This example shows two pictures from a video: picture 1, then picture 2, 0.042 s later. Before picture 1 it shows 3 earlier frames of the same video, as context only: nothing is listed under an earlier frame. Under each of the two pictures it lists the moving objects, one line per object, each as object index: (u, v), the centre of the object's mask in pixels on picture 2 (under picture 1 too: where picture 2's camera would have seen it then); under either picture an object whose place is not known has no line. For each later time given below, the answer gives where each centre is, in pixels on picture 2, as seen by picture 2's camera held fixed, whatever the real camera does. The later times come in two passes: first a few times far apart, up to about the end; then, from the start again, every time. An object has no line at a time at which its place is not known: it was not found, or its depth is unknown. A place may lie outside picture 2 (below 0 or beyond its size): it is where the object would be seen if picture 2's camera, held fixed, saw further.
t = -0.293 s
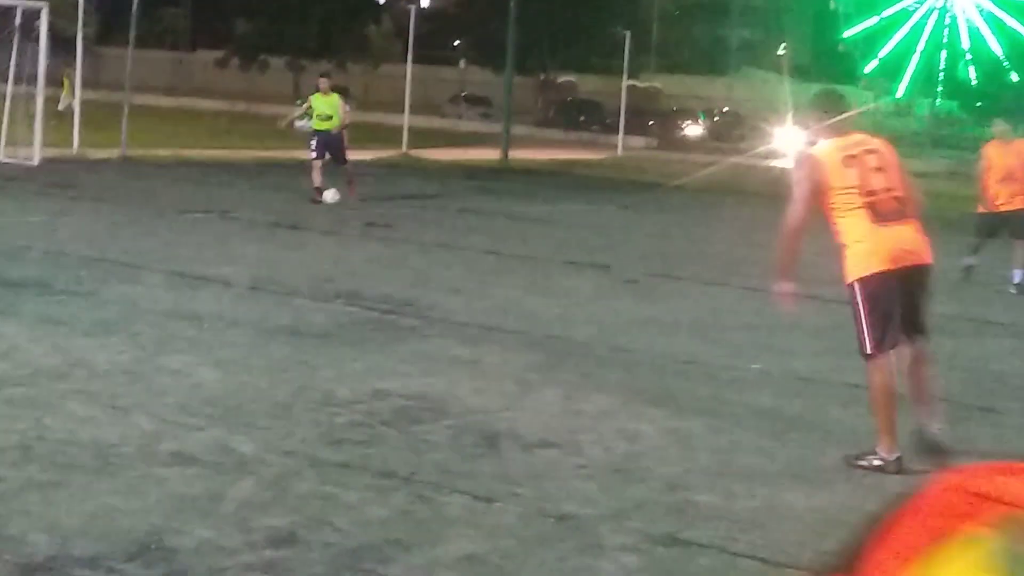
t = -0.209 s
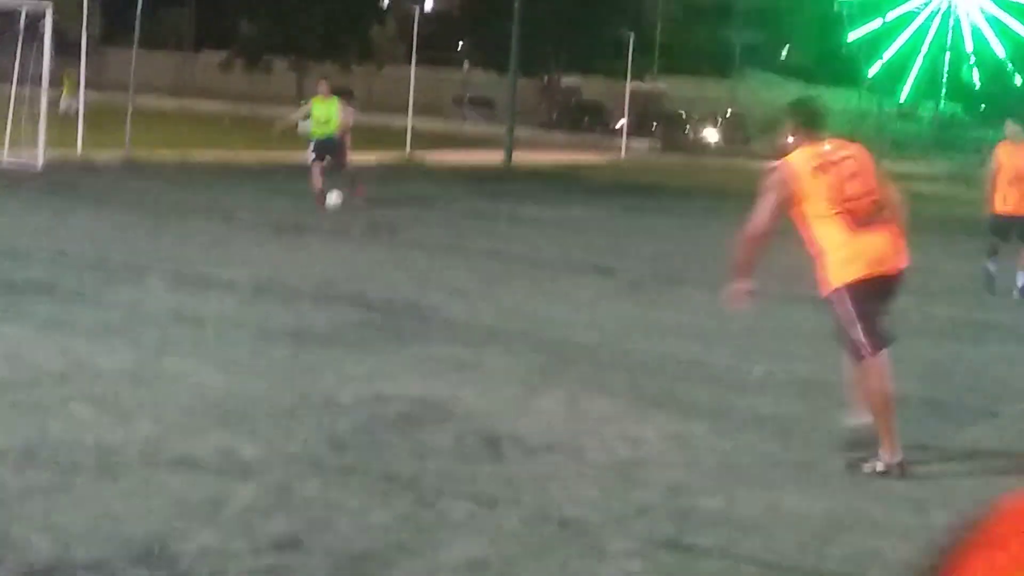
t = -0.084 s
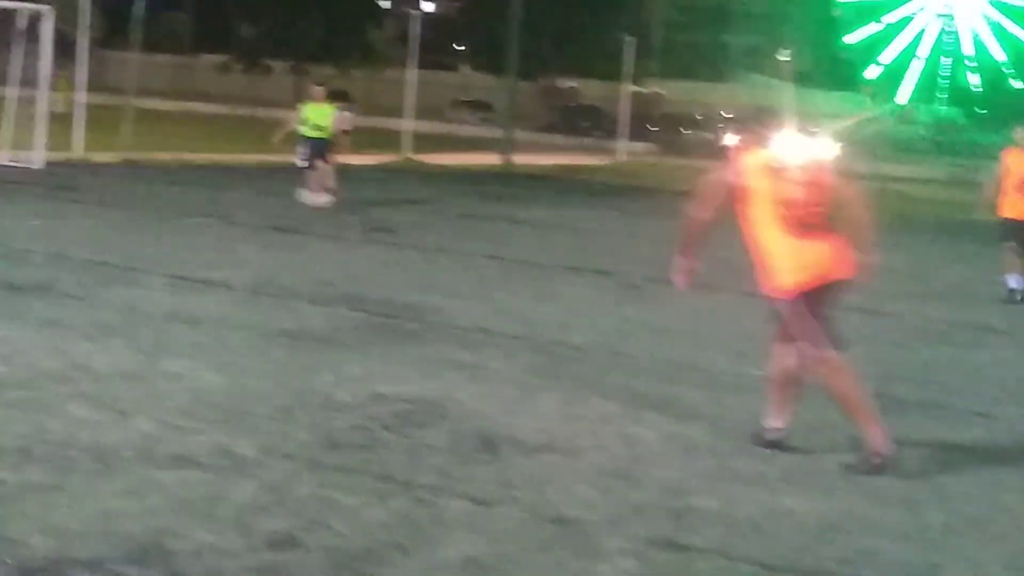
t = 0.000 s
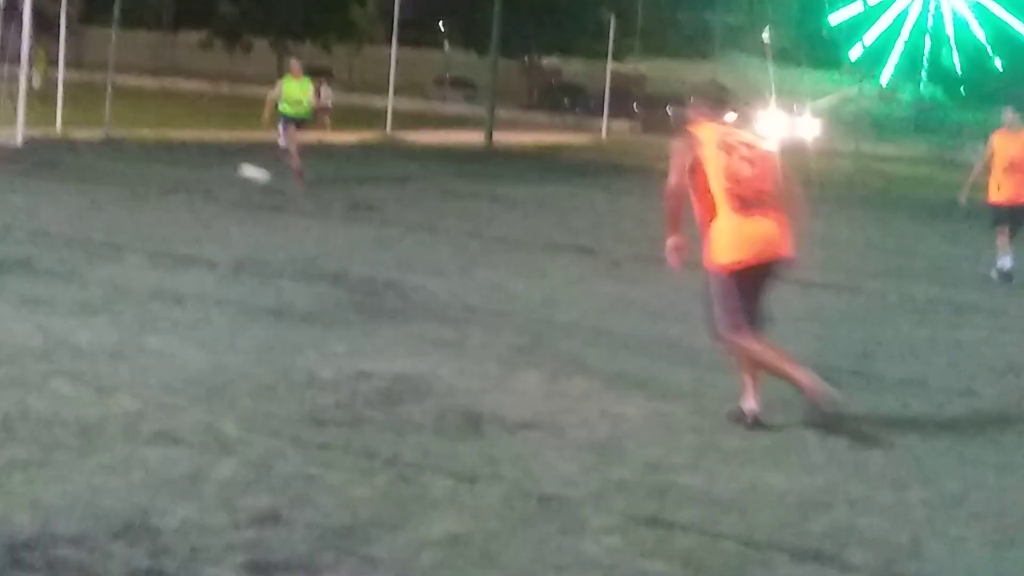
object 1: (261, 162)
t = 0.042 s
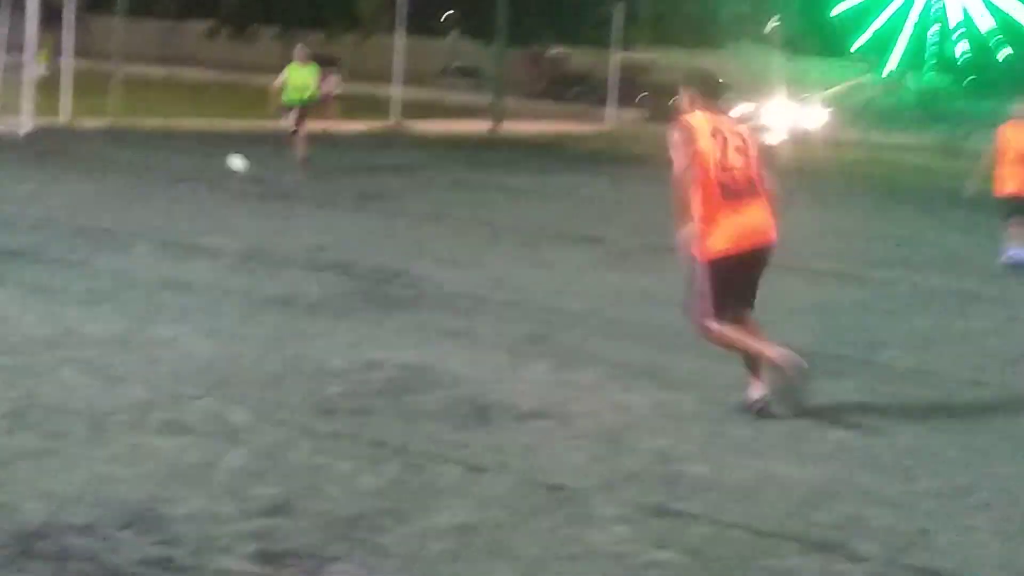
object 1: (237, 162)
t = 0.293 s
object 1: (83, 172)
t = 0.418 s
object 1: (3, 178)
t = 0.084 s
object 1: (214, 164)
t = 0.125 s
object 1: (189, 170)
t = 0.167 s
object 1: (166, 169)
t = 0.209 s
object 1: (136, 173)
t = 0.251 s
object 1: (112, 174)
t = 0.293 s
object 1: (83, 172)
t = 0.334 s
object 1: (57, 177)
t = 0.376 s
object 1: (31, 177)
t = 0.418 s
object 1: (3, 178)
